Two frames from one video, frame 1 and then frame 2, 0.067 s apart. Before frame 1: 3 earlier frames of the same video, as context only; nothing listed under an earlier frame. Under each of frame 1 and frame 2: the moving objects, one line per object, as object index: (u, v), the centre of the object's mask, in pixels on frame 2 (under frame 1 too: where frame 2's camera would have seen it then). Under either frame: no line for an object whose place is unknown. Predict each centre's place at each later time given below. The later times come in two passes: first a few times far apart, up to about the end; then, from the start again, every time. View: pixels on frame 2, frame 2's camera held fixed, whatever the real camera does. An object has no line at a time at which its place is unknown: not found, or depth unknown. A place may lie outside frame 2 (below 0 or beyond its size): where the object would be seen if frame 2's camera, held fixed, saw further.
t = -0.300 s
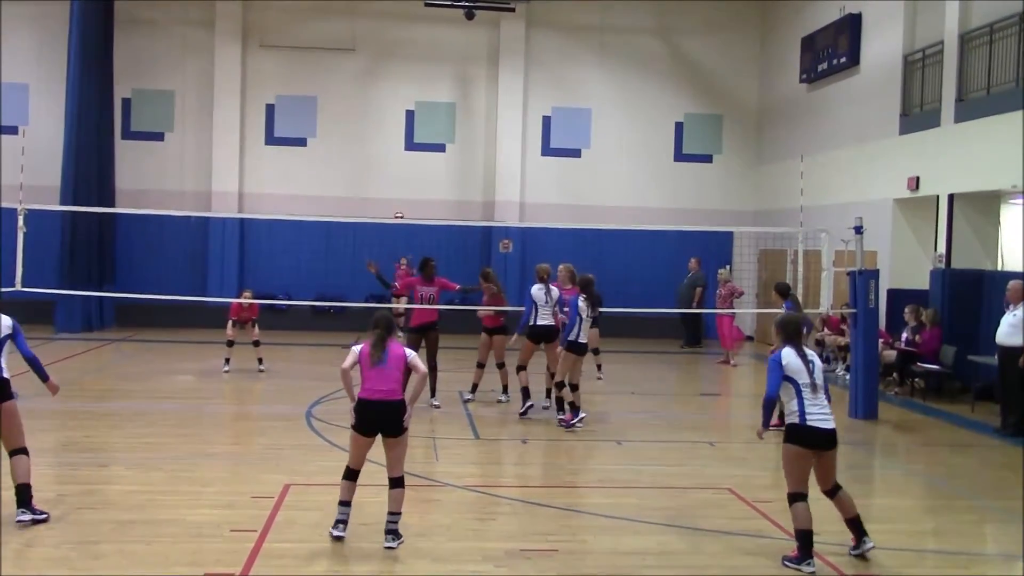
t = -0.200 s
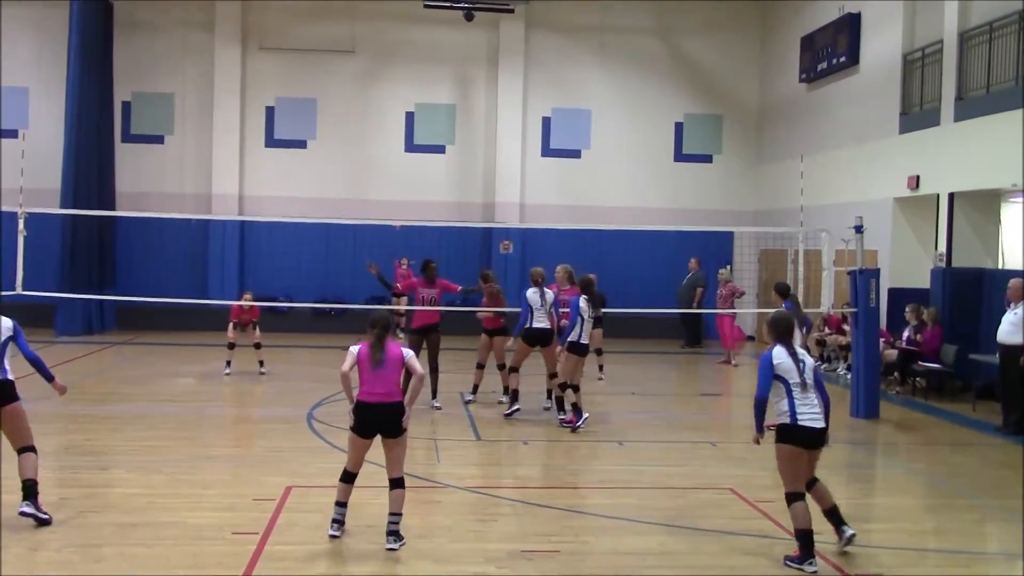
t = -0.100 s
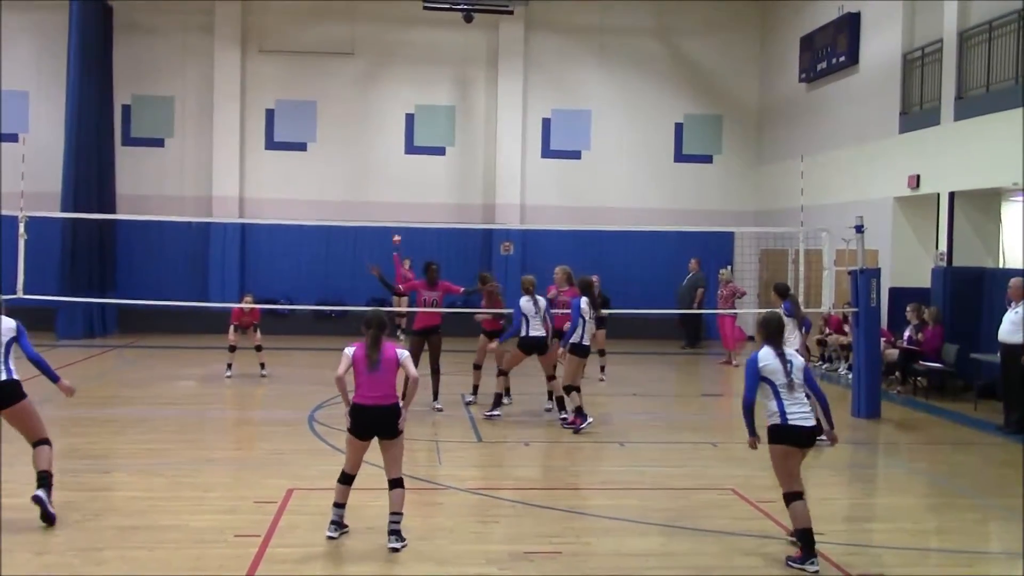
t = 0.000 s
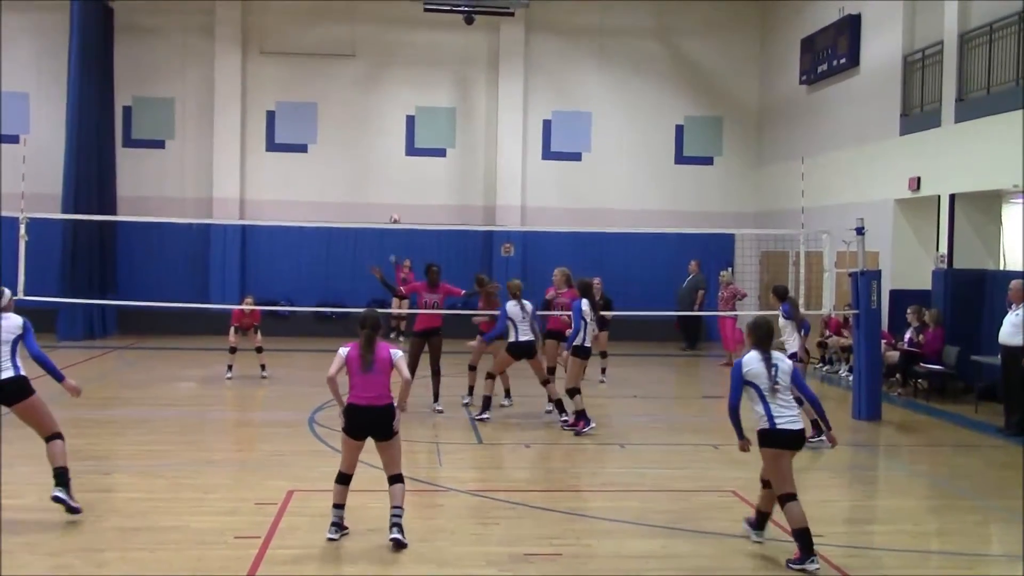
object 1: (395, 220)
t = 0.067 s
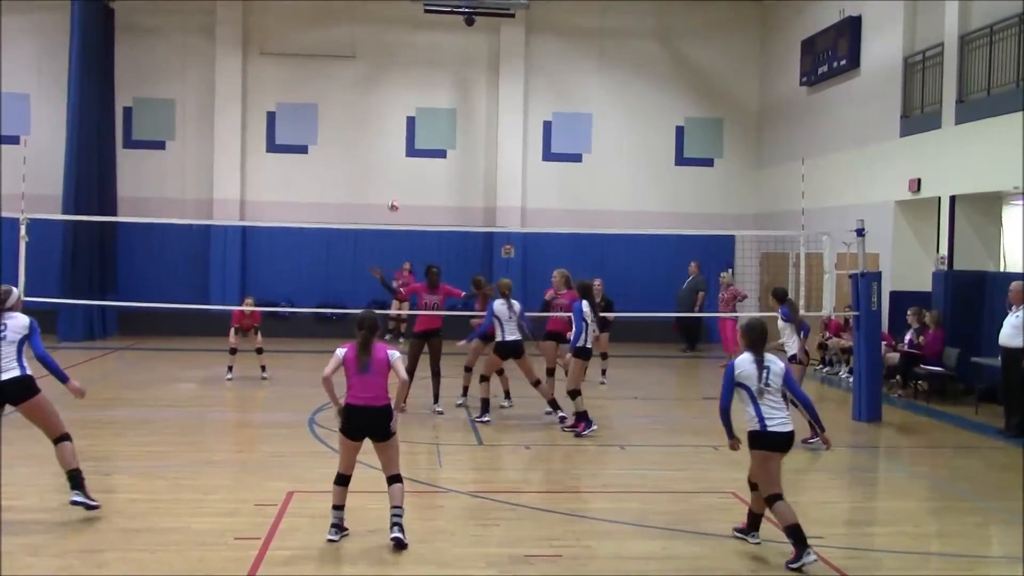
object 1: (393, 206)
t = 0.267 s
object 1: (390, 172)
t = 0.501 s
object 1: (385, 162)
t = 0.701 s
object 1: (383, 193)
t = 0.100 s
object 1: (392, 199)
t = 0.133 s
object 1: (392, 192)
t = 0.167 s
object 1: (392, 186)
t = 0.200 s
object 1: (392, 181)
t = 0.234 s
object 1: (390, 176)
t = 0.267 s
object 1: (390, 172)
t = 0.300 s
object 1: (389, 169)
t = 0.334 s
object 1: (388, 165)
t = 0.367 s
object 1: (388, 163)
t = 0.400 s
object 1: (387, 162)
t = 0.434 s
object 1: (386, 161)
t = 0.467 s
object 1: (386, 161)
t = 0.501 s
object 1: (385, 162)
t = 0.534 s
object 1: (384, 164)
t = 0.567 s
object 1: (384, 167)
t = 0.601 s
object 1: (384, 172)
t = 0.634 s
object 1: (384, 177)
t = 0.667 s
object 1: (383, 184)
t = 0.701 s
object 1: (383, 193)
